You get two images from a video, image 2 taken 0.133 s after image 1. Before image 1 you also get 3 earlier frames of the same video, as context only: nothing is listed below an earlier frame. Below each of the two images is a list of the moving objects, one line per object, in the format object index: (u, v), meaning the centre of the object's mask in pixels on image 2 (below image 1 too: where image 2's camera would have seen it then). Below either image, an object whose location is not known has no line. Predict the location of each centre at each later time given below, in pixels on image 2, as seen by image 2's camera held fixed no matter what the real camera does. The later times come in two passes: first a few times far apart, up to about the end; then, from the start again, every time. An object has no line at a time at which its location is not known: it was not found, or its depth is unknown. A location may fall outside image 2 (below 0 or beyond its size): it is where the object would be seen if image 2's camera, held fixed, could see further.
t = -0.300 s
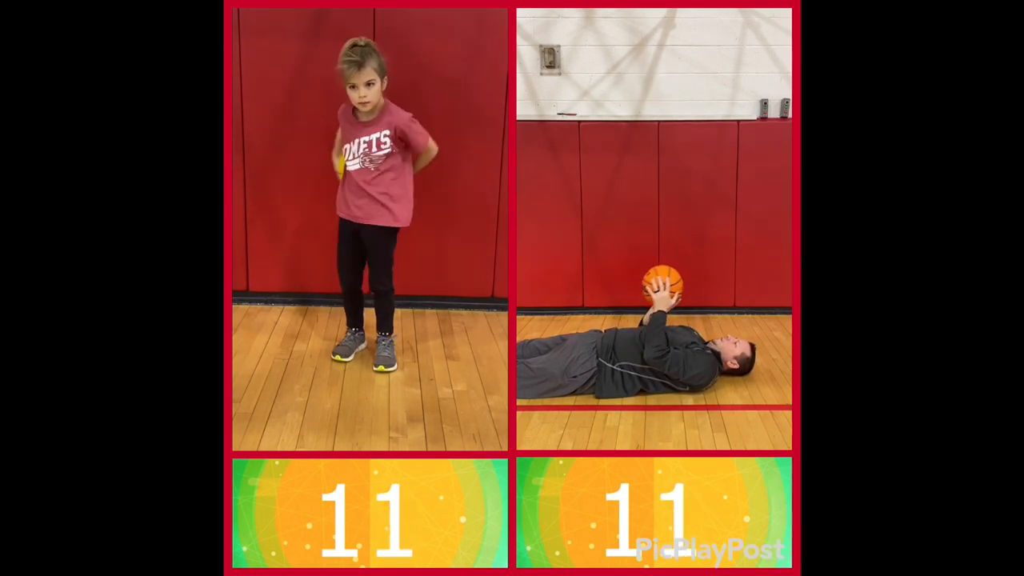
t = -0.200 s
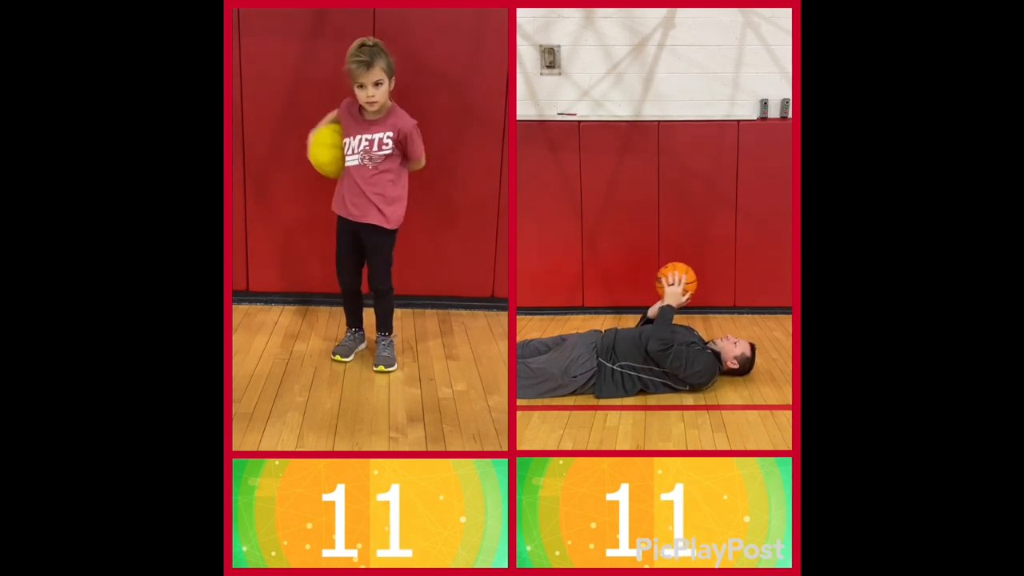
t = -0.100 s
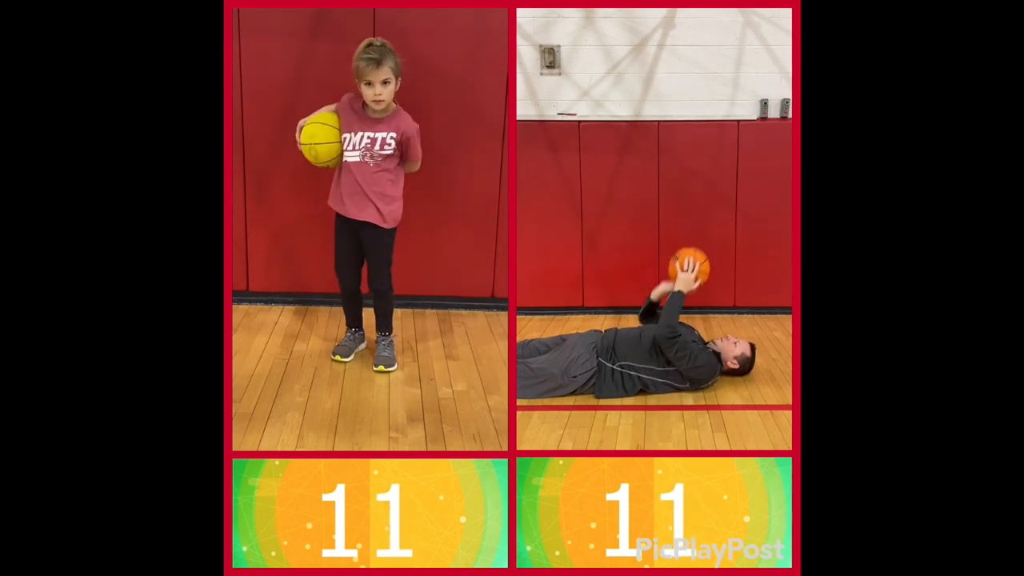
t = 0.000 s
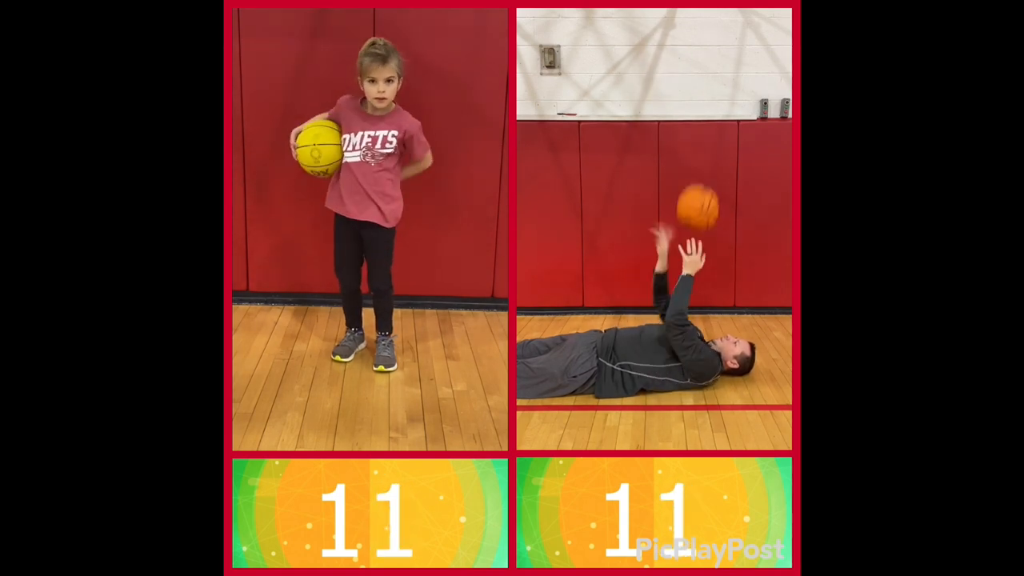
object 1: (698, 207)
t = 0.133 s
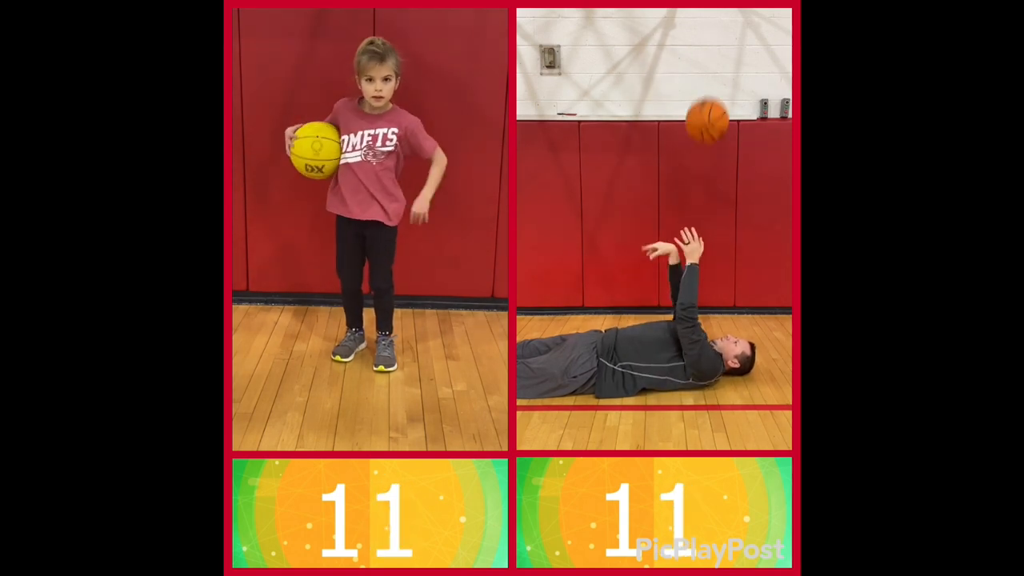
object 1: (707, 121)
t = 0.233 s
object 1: (714, 72)
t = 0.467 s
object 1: (729, 35)
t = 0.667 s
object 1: (741, 87)
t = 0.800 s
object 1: (747, 162)
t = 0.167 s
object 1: (709, 102)
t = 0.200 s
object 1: (712, 86)
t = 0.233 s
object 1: (714, 72)
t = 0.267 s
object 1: (716, 61)
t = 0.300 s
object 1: (718, 51)
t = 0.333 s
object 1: (721, 44)
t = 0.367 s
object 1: (723, 38)
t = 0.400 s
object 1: (725, 35)
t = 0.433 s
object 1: (727, 34)
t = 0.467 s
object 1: (729, 35)
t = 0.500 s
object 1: (732, 38)
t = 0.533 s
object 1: (734, 44)
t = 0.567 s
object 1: (735, 51)
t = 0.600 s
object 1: (737, 61)
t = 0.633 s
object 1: (739, 73)
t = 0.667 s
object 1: (741, 87)
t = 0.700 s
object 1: (742, 104)
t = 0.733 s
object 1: (744, 122)
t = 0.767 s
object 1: (746, 141)
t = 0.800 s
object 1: (747, 162)
